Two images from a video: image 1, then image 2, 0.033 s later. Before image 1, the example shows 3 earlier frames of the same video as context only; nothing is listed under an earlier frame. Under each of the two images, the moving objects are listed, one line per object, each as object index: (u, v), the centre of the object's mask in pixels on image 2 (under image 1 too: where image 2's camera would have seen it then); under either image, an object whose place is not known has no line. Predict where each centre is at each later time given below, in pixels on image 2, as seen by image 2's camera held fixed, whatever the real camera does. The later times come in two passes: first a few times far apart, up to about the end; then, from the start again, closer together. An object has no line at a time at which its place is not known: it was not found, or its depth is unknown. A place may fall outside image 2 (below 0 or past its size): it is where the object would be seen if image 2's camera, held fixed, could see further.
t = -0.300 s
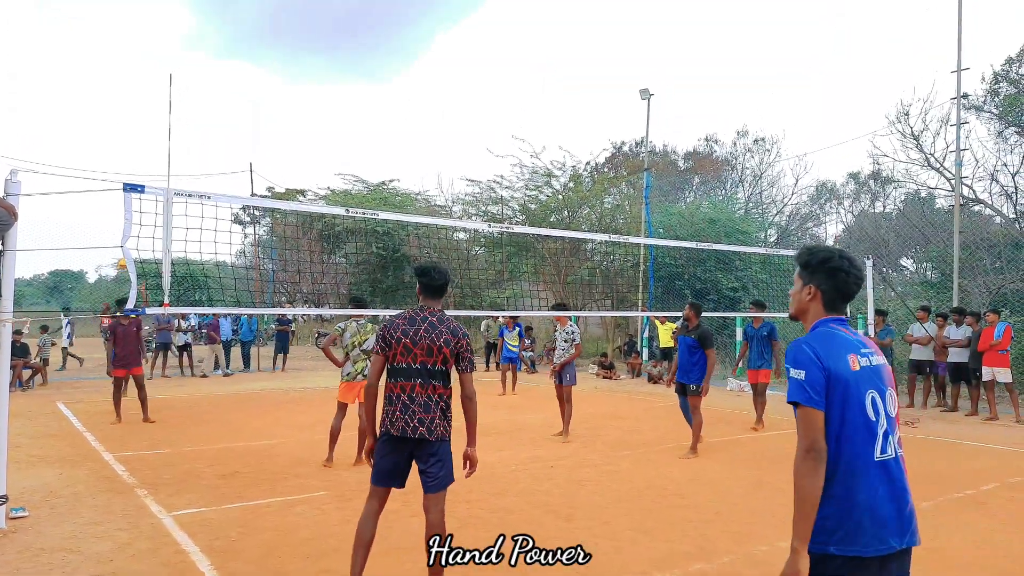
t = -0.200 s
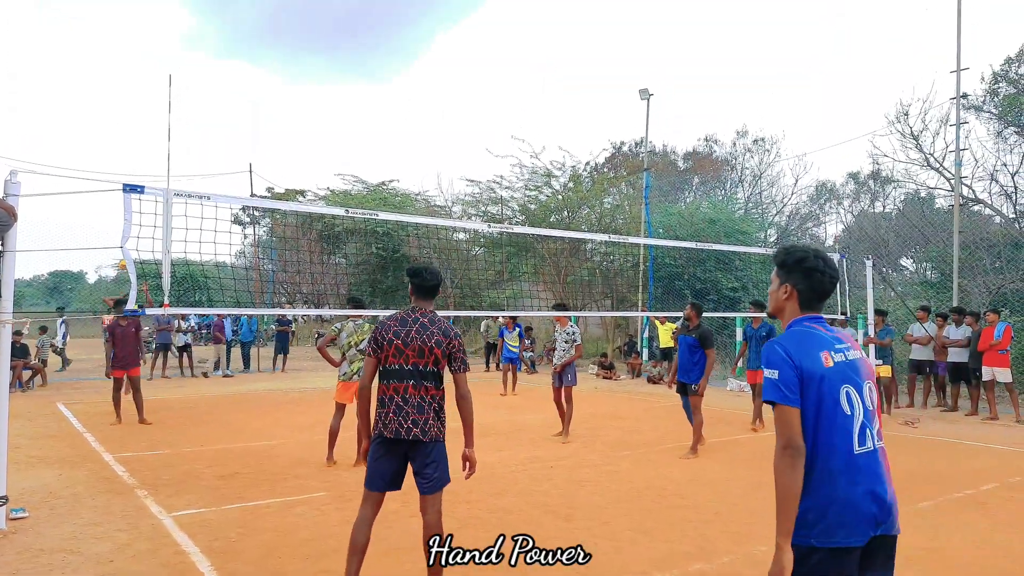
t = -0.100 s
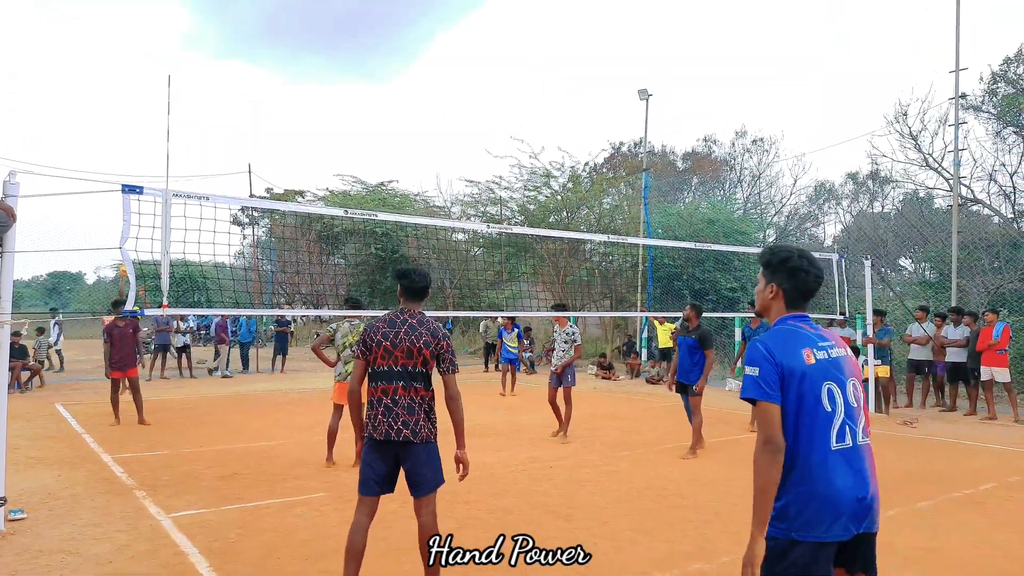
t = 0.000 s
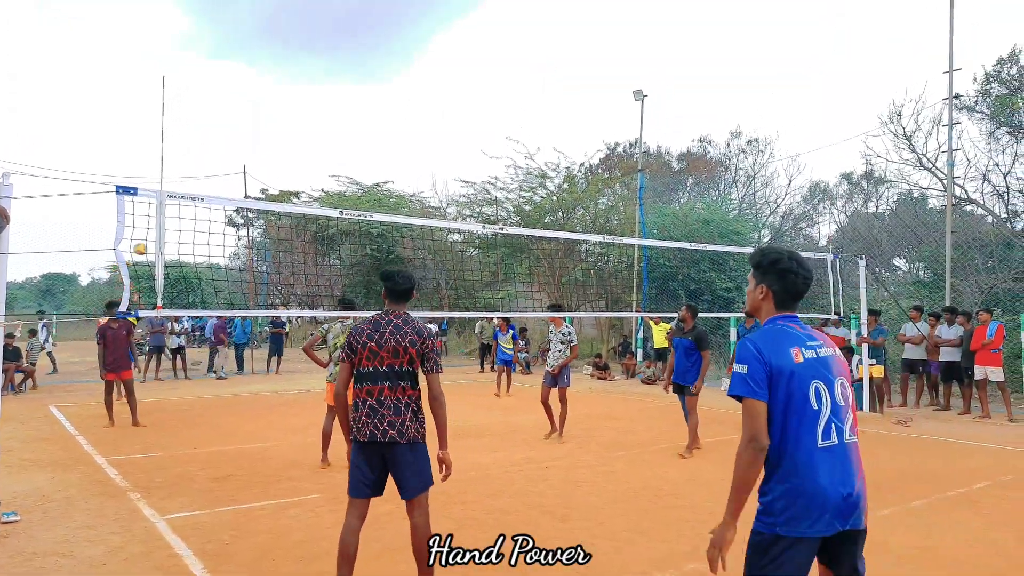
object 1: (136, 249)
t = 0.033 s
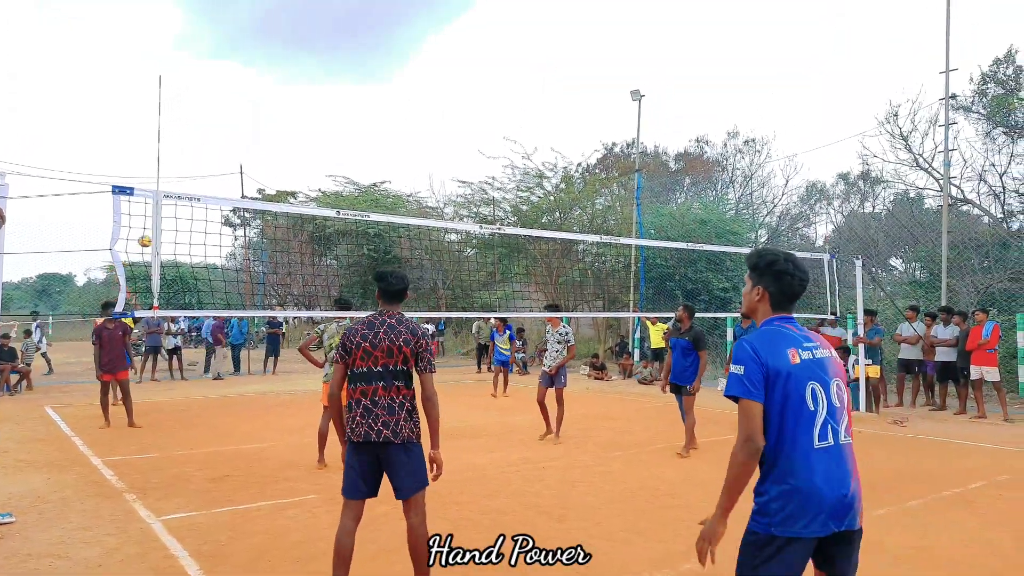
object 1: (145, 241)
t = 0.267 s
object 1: (216, 191)
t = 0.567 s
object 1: (371, 168)
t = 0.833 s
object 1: (659, 233)
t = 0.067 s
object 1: (149, 234)
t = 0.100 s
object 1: (165, 226)
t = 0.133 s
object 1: (172, 218)
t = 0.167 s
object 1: (182, 211)
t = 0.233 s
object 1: (205, 194)
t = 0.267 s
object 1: (216, 191)
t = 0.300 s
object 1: (229, 185)
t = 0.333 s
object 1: (242, 180)
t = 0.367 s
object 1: (256, 176)
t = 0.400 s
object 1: (273, 173)
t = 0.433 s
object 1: (290, 170)
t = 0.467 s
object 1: (308, 168)
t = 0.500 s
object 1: (327, 167)
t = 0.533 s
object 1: (348, 167)
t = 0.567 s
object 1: (371, 168)
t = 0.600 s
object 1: (396, 170)
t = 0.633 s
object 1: (422, 173)
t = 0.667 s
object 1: (452, 178)
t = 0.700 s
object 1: (485, 184)
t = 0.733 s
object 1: (521, 191)
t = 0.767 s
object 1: (561, 202)
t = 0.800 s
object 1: (606, 216)
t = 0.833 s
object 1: (659, 233)
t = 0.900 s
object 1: (789, 284)
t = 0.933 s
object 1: (875, 321)
